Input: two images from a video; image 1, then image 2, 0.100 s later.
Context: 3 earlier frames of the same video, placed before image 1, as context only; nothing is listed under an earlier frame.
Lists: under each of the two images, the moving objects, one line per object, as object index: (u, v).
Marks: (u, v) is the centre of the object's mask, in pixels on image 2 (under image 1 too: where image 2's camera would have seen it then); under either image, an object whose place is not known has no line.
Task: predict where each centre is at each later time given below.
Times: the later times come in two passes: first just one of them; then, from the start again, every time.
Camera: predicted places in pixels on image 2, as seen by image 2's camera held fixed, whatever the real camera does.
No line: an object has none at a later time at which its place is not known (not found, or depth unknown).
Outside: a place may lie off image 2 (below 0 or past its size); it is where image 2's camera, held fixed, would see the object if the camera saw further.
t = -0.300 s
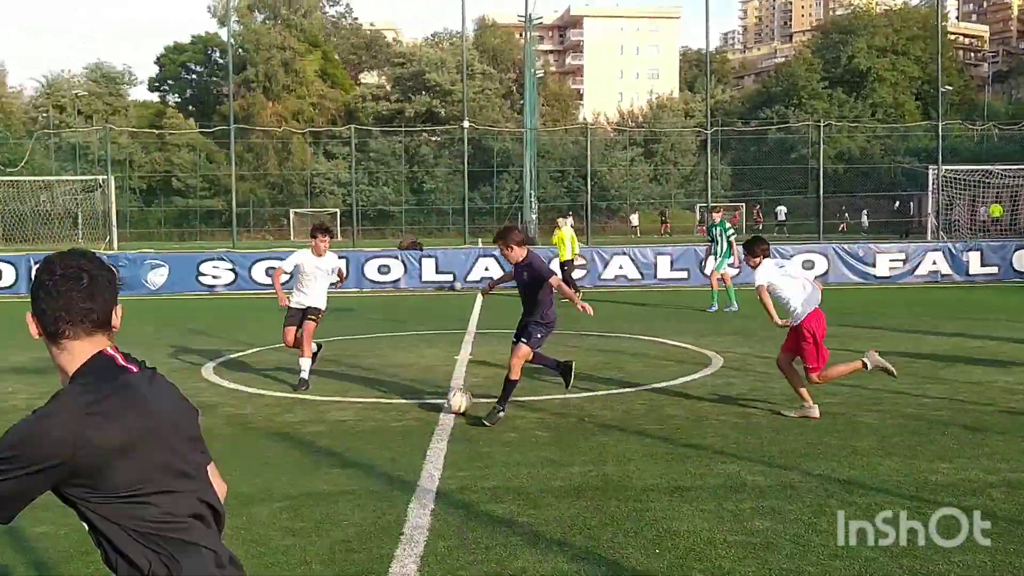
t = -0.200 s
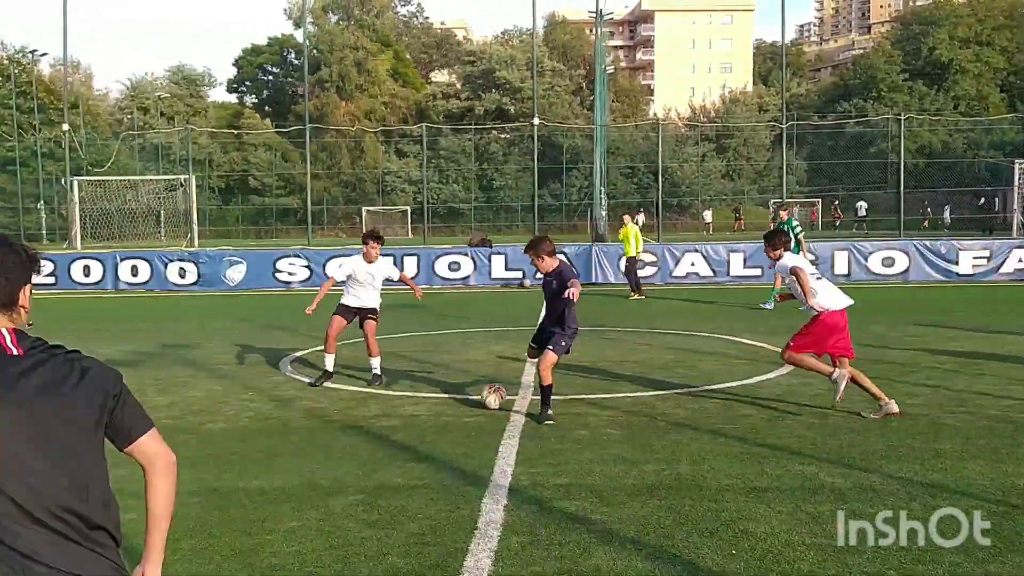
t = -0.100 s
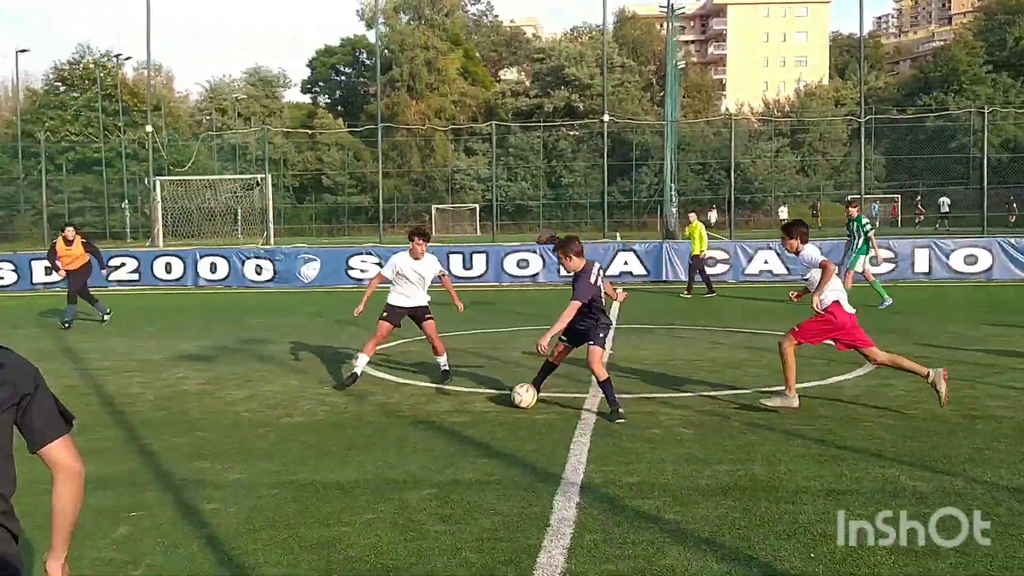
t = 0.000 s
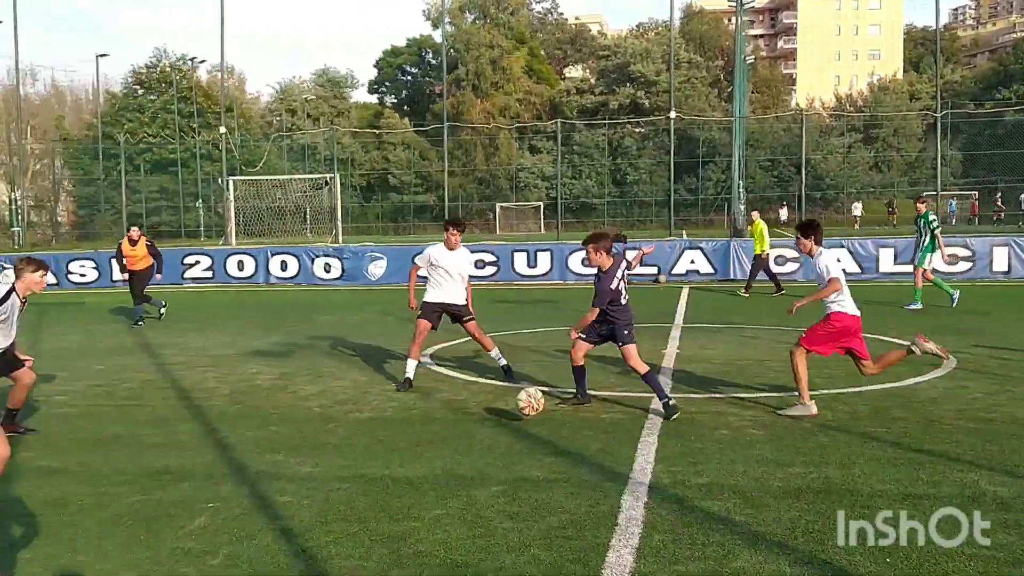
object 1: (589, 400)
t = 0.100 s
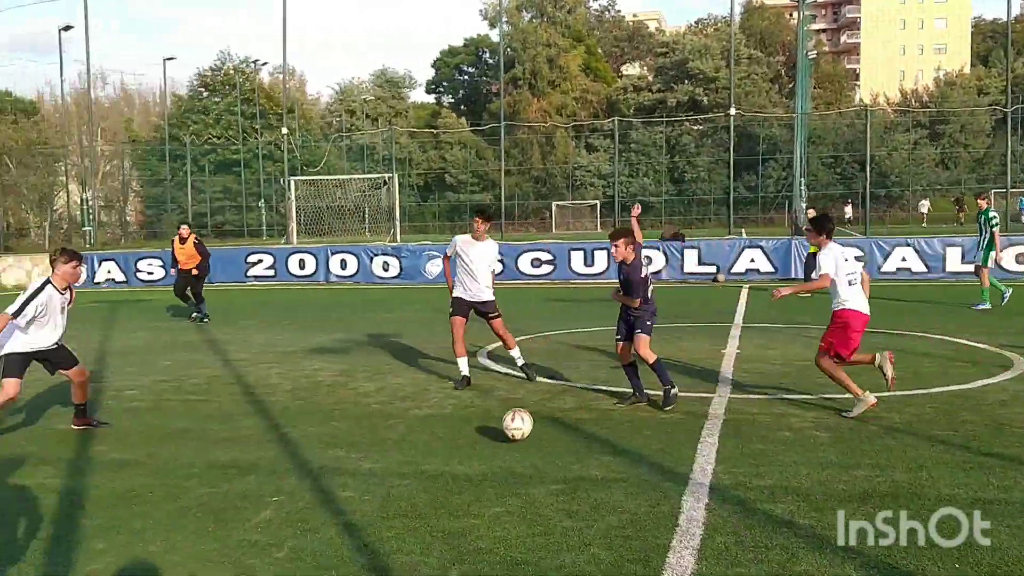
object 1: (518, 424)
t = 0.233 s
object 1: (411, 456)
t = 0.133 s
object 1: (491, 436)
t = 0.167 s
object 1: (463, 449)
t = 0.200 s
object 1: (437, 452)
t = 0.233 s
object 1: (411, 456)
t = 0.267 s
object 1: (382, 463)
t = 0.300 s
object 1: (352, 472)
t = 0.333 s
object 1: (320, 485)
